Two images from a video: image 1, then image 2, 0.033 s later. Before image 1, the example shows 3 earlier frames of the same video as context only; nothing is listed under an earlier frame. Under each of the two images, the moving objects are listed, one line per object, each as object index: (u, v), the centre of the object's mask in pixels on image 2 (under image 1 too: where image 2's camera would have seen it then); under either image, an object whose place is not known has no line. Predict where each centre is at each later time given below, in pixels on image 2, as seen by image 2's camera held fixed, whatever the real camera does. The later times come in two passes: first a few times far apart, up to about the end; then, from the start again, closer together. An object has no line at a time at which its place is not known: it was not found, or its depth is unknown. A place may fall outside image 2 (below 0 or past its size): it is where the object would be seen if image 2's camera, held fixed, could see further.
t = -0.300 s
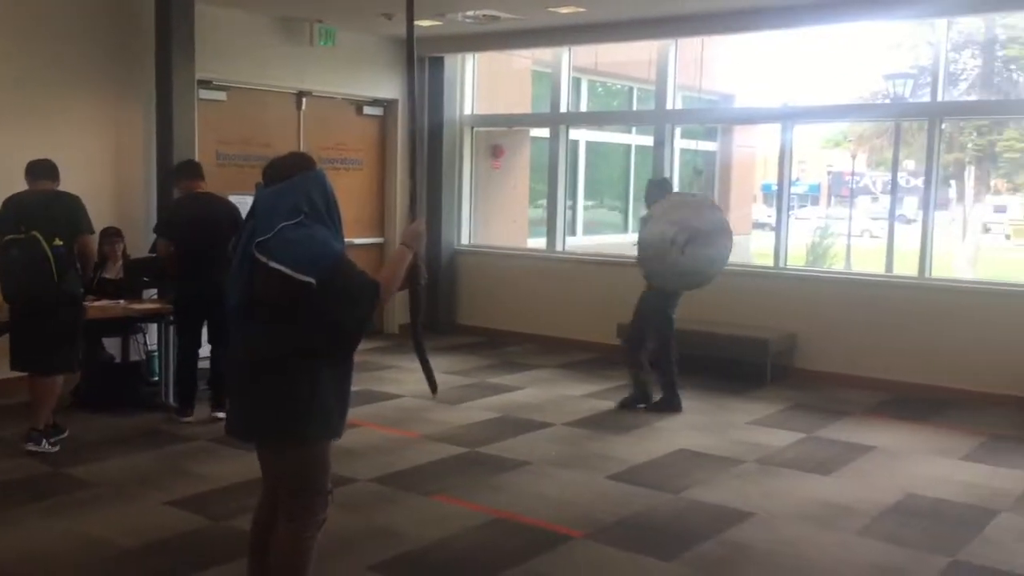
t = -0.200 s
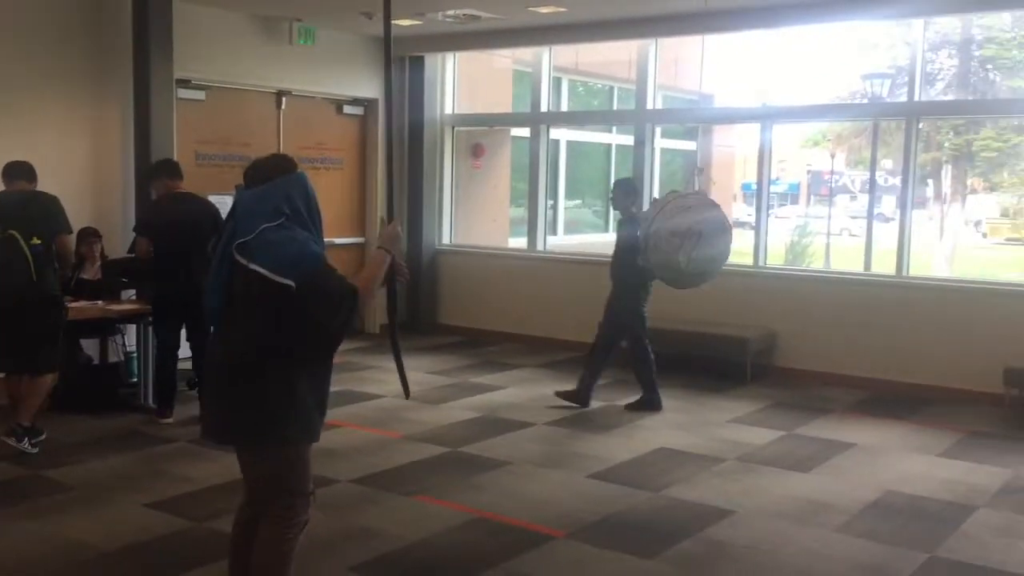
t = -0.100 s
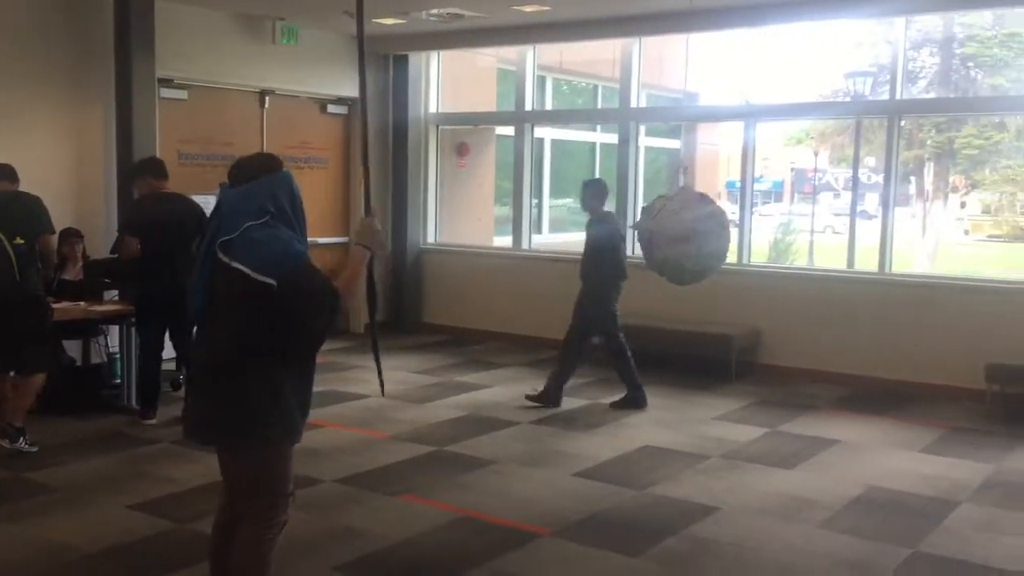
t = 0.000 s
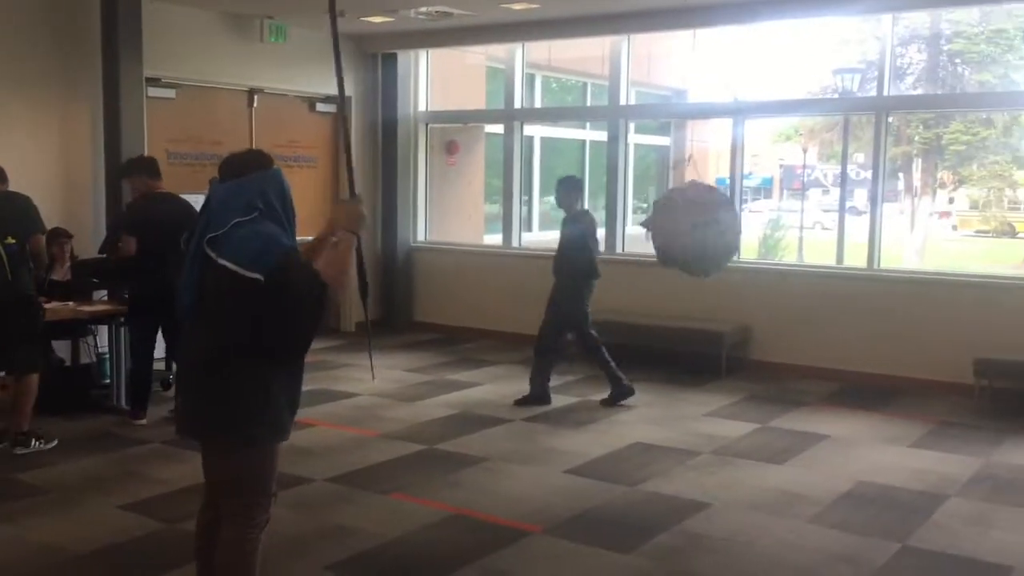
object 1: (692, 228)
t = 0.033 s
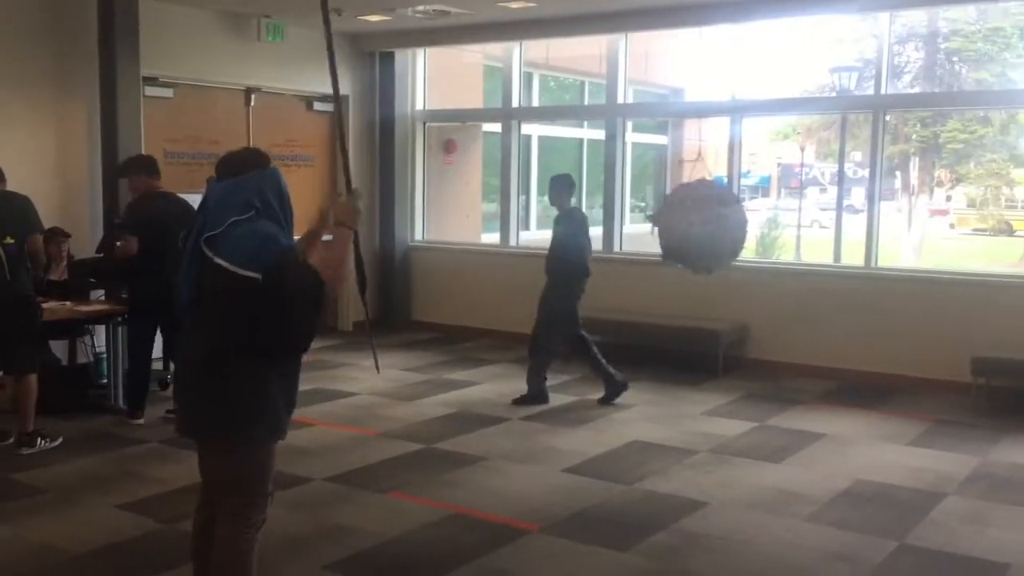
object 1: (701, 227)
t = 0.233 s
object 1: (743, 221)
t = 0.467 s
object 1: (783, 216)
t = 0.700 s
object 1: (808, 209)
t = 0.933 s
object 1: (820, 216)
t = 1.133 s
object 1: (818, 226)
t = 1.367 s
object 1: (802, 228)
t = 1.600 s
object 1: (774, 235)
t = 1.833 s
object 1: (737, 232)
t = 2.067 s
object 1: (699, 226)
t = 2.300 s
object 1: (664, 207)
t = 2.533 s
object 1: (638, 189)
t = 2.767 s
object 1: (624, 172)
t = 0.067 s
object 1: (710, 225)
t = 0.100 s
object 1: (719, 224)
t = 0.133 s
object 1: (727, 223)
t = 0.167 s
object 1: (733, 222)
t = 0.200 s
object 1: (739, 221)
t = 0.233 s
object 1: (743, 221)
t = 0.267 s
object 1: (747, 221)
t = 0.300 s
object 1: (751, 221)
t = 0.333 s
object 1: (757, 221)
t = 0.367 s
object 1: (762, 220)
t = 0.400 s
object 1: (770, 219)
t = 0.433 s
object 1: (777, 218)
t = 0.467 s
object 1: (783, 216)
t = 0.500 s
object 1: (789, 214)
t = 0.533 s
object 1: (793, 213)
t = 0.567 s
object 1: (795, 212)
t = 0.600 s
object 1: (798, 211)
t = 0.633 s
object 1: (801, 210)
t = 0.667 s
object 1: (804, 210)
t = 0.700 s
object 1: (808, 209)
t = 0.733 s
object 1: (811, 209)
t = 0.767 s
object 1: (814, 209)
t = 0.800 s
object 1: (816, 209)
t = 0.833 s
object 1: (818, 210)
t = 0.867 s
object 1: (819, 212)
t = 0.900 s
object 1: (820, 214)
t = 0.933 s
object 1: (820, 216)
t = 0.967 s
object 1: (821, 219)
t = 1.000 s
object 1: (821, 221)
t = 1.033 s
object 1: (820, 223)
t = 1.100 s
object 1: (819, 225)
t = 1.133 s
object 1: (818, 226)
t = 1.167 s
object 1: (816, 226)
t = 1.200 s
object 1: (815, 226)
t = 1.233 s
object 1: (813, 227)
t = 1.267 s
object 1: (811, 227)
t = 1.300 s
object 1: (809, 228)
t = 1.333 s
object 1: (805, 228)
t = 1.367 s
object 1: (802, 228)
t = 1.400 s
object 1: (799, 229)
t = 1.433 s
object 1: (795, 231)
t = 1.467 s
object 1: (792, 232)
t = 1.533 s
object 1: (782, 234)
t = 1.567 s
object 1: (778, 235)
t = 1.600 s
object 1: (774, 235)
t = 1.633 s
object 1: (769, 236)
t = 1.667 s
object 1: (765, 235)
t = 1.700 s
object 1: (759, 234)
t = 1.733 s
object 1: (754, 234)
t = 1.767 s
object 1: (749, 233)
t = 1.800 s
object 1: (743, 233)
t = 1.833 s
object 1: (737, 232)
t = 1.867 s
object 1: (732, 232)
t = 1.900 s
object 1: (726, 232)
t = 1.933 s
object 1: (721, 231)
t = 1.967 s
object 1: (715, 230)
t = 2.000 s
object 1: (710, 229)
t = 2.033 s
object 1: (705, 227)
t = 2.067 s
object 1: (699, 226)
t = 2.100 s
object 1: (693, 223)
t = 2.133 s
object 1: (688, 221)
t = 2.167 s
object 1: (683, 218)
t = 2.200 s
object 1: (679, 216)
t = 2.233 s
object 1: (675, 213)
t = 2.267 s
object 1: (669, 210)
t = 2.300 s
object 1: (664, 207)
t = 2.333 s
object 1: (659, 204)
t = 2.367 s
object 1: (655, 202)
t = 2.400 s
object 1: (651, 199)
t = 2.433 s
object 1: (648, 196)
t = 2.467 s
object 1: (645, 194)
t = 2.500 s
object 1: (641, 191)
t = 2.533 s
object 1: (638, 189)
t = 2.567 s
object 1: (636, 187)
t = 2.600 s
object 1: (634, 184)
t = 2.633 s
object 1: (631, 182)
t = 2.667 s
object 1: (629, 179)
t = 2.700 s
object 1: (627, 177)
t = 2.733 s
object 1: (625, 175)
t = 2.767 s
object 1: (624, 172)
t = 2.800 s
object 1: (623, 171)
